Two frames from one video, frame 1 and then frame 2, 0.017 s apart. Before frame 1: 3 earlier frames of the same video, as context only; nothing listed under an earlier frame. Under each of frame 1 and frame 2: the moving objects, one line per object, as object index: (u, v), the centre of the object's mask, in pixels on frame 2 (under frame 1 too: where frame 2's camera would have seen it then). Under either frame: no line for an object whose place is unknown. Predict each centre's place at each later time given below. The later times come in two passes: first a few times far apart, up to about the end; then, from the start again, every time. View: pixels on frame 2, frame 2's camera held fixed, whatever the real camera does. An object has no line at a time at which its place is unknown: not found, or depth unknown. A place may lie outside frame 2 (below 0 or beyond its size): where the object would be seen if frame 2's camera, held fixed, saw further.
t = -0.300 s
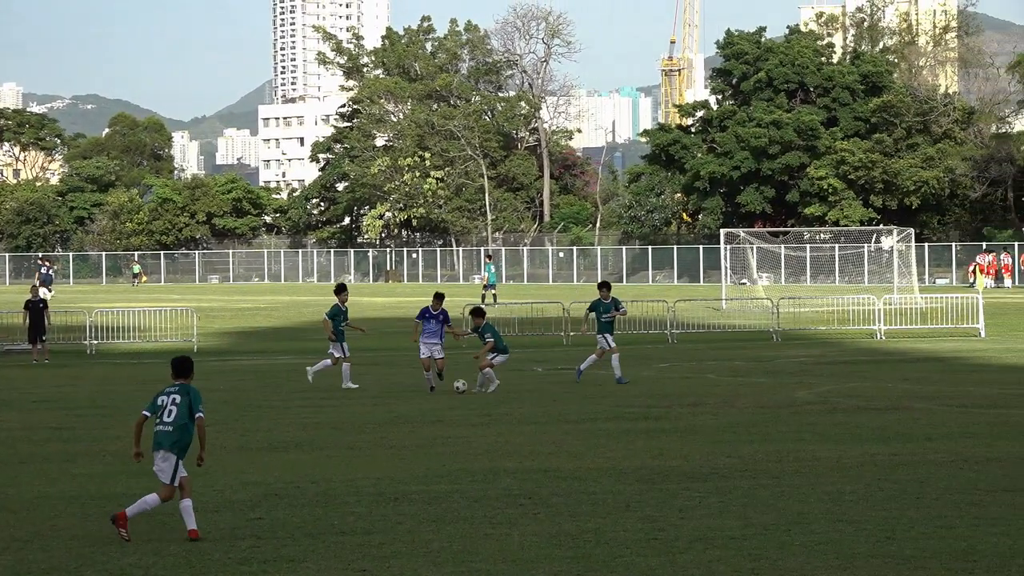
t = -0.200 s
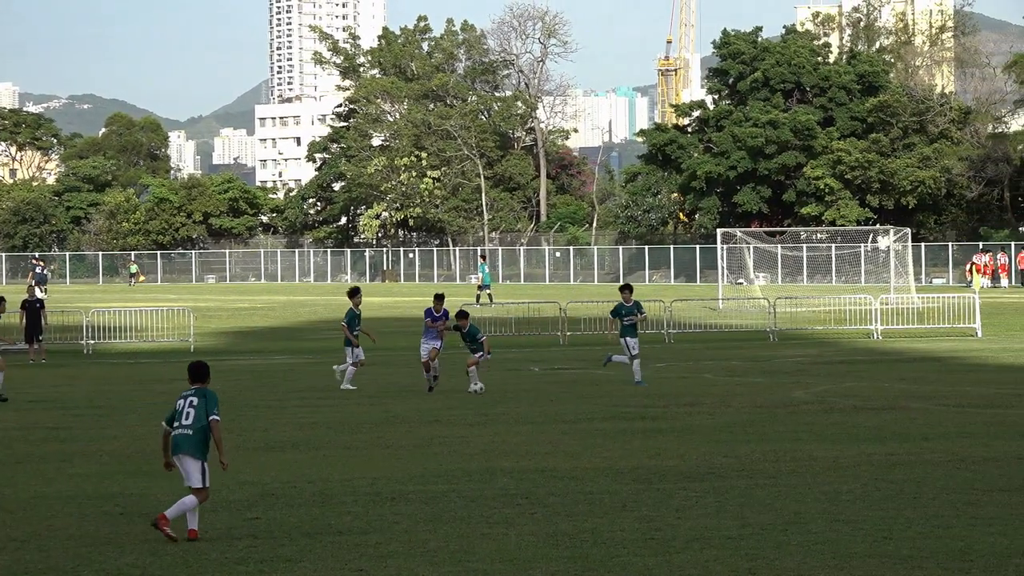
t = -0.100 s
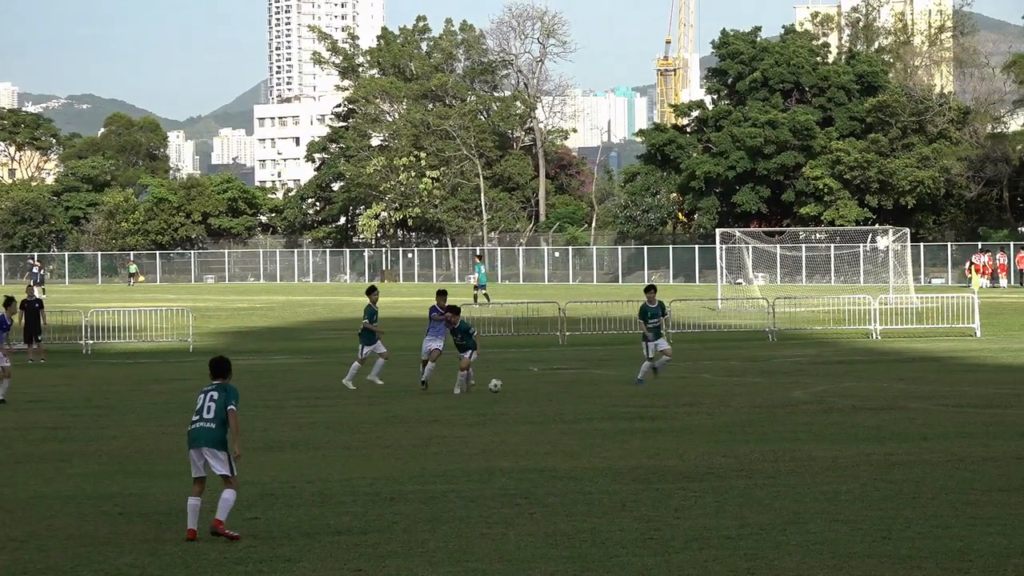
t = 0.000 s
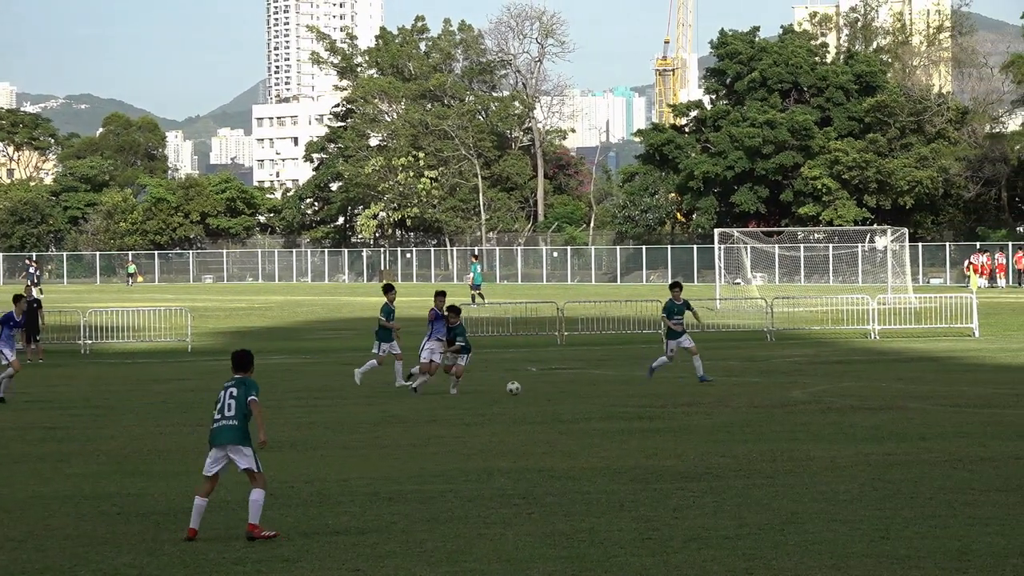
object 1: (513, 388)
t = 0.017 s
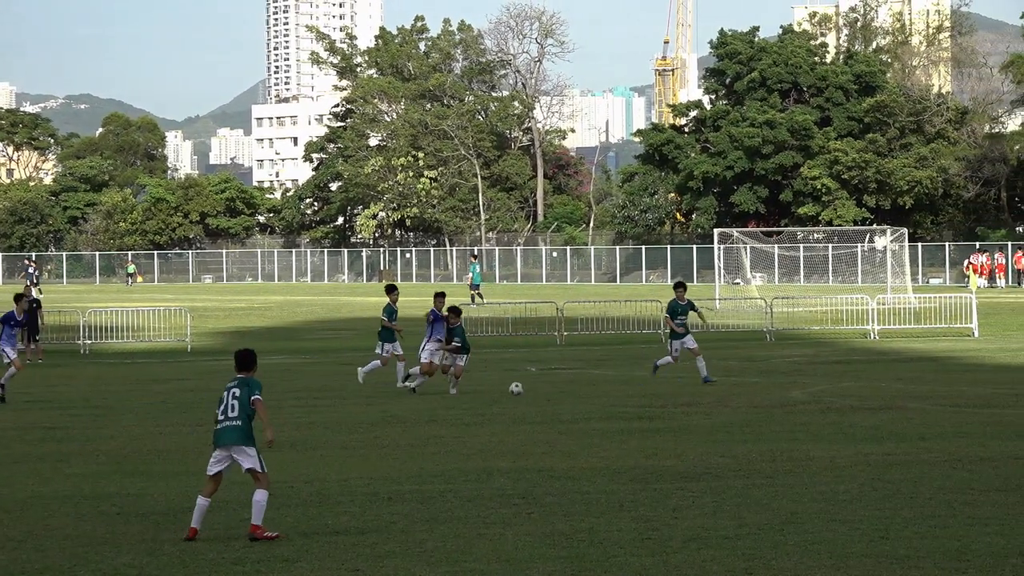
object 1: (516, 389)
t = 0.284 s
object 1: (566, 387)
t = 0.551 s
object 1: (613, 389)
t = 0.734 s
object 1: (644, 390)
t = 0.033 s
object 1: (519, 388)
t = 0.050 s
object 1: (523, 388)
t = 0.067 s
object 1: (525, 388)
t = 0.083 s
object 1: (529, 388)
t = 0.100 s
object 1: (532, 388)
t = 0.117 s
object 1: (535, 388)
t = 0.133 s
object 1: (538, 388)
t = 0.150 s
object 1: (541, 388)
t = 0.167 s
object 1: (545, 389)
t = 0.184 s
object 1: (548, 389)
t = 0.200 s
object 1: (550, 389)
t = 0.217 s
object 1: (554, 388)
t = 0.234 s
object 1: (556, 387)
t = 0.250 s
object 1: (560, 387)
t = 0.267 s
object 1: (562, 387)
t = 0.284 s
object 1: (566, 387)
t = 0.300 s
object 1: (568, 387)
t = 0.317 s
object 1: (571, 387)
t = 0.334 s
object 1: (574, 388)
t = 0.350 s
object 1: (578, 388)
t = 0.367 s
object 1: (580, 389)
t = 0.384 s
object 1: (583, 388)
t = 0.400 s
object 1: (586, 388)
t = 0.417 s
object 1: (589, 388)
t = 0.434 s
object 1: (592, 388)
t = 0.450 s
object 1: (595, 388)
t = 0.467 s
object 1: (598, 388)
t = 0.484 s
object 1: (601, 388)
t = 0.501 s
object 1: (604, 388)
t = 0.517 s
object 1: (607, 389)
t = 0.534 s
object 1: (610, 389)
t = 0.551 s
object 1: (613, 389)
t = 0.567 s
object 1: (616, 390)
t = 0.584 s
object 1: (618, 389)
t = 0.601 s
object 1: (621, 389)
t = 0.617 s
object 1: (624, 389)
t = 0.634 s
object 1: (627, 389)
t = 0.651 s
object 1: (630, 389)
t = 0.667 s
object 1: (632, 389)
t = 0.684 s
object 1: (635, 389)
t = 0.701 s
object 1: (638, 390)
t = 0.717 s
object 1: (641, 390)
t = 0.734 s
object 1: (644, 390)
